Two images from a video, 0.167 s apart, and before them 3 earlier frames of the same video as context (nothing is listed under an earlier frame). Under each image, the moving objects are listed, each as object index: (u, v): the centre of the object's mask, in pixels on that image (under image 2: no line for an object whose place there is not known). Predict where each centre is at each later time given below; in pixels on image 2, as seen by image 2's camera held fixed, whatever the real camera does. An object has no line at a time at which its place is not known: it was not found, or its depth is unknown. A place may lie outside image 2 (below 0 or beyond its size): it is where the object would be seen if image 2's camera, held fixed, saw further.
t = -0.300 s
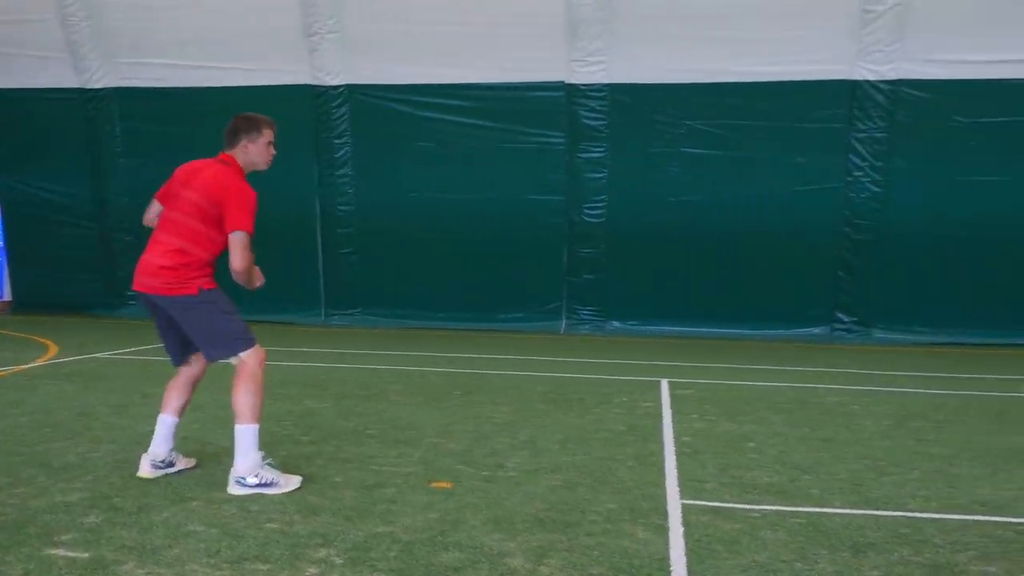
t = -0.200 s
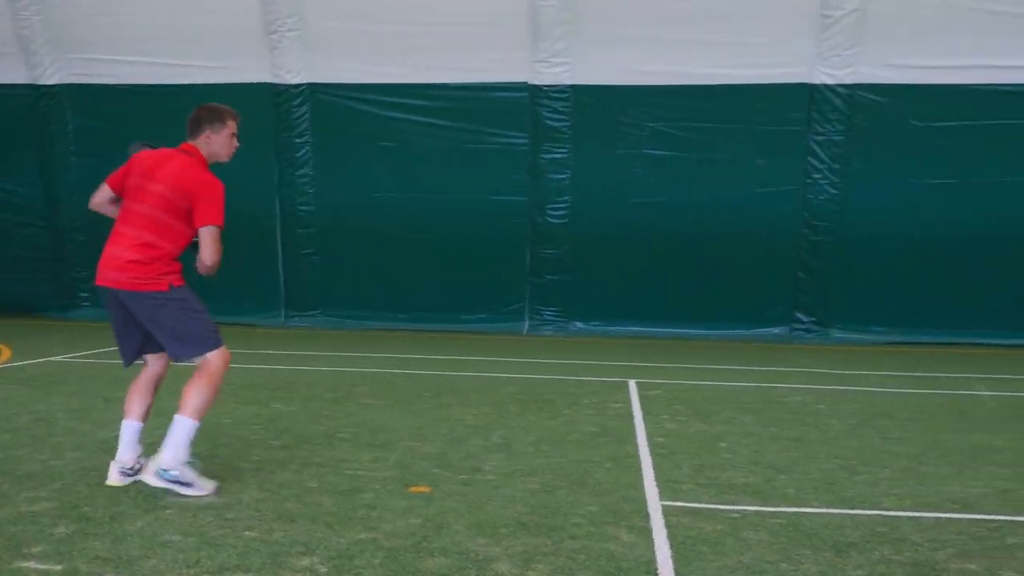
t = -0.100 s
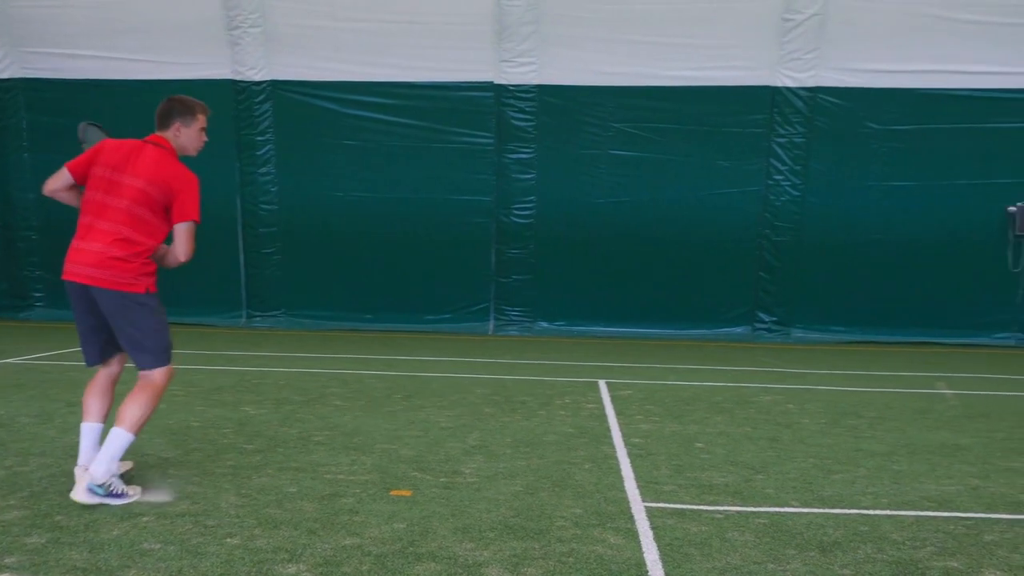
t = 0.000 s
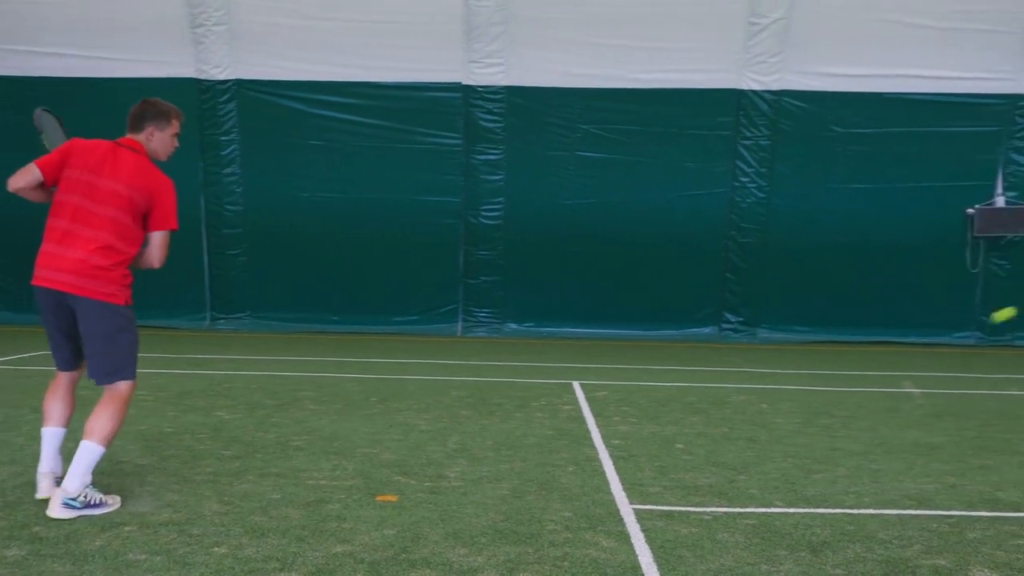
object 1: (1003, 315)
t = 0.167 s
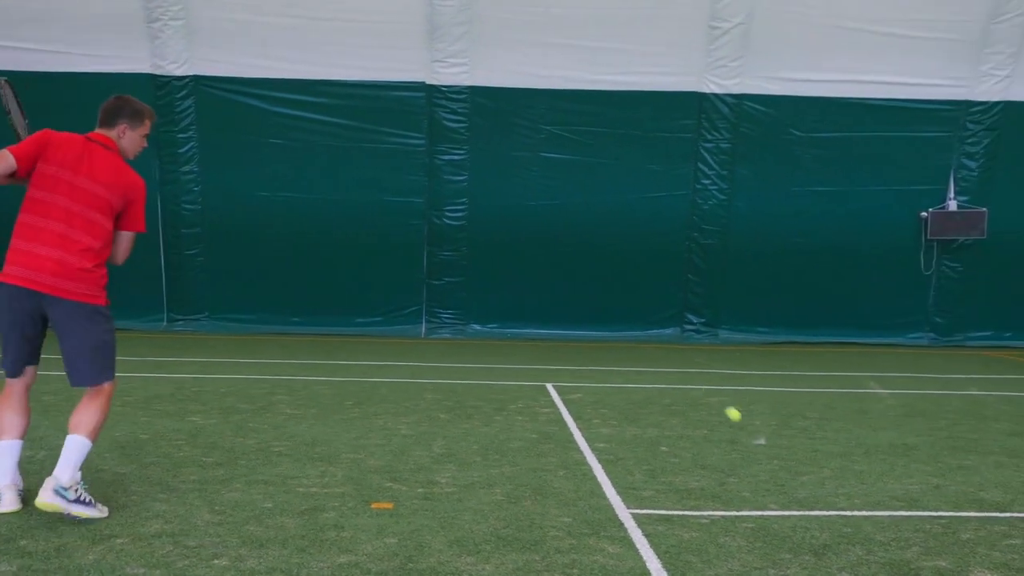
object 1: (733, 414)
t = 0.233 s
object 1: (689, 372)
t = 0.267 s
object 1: (668, 354)
